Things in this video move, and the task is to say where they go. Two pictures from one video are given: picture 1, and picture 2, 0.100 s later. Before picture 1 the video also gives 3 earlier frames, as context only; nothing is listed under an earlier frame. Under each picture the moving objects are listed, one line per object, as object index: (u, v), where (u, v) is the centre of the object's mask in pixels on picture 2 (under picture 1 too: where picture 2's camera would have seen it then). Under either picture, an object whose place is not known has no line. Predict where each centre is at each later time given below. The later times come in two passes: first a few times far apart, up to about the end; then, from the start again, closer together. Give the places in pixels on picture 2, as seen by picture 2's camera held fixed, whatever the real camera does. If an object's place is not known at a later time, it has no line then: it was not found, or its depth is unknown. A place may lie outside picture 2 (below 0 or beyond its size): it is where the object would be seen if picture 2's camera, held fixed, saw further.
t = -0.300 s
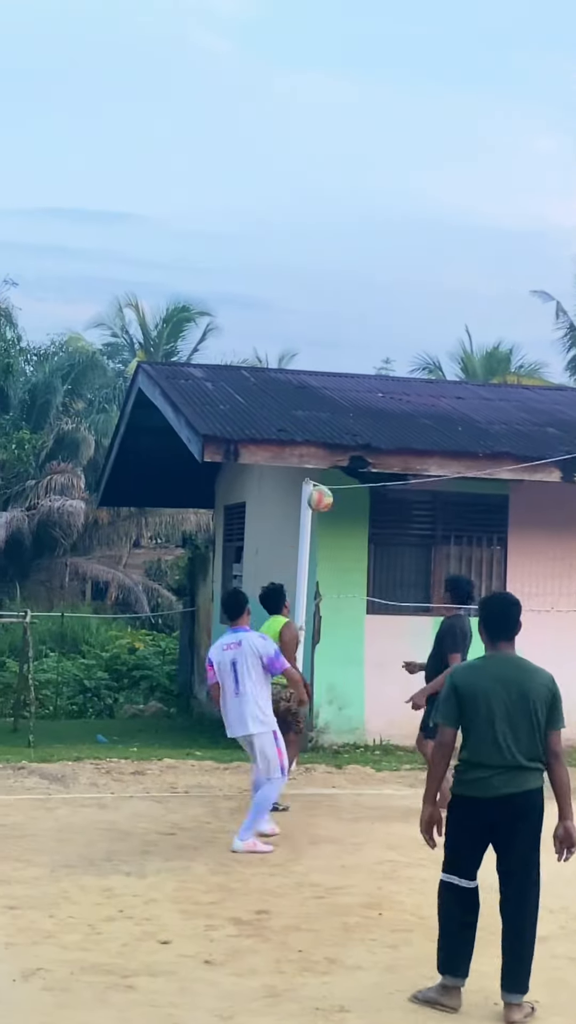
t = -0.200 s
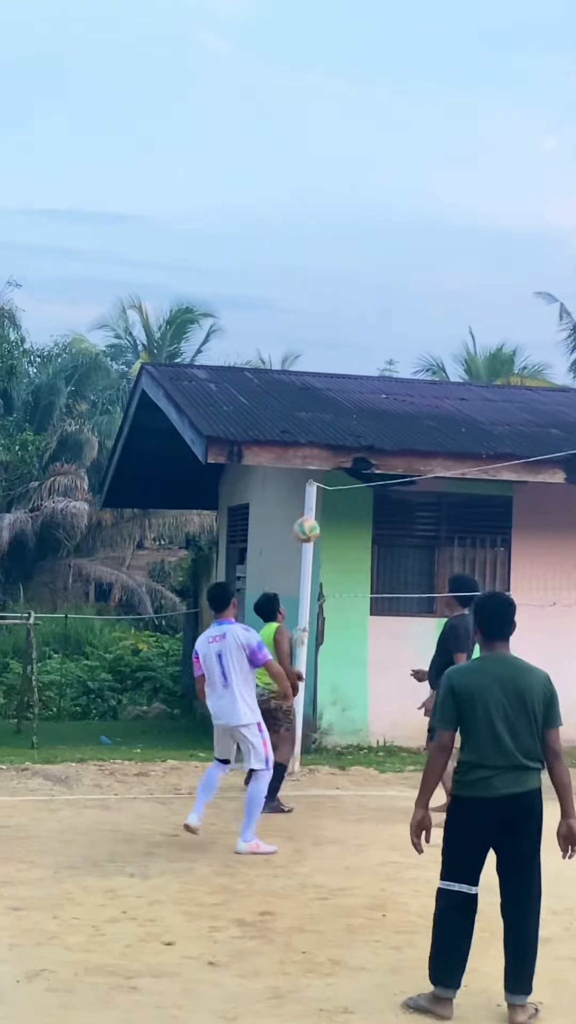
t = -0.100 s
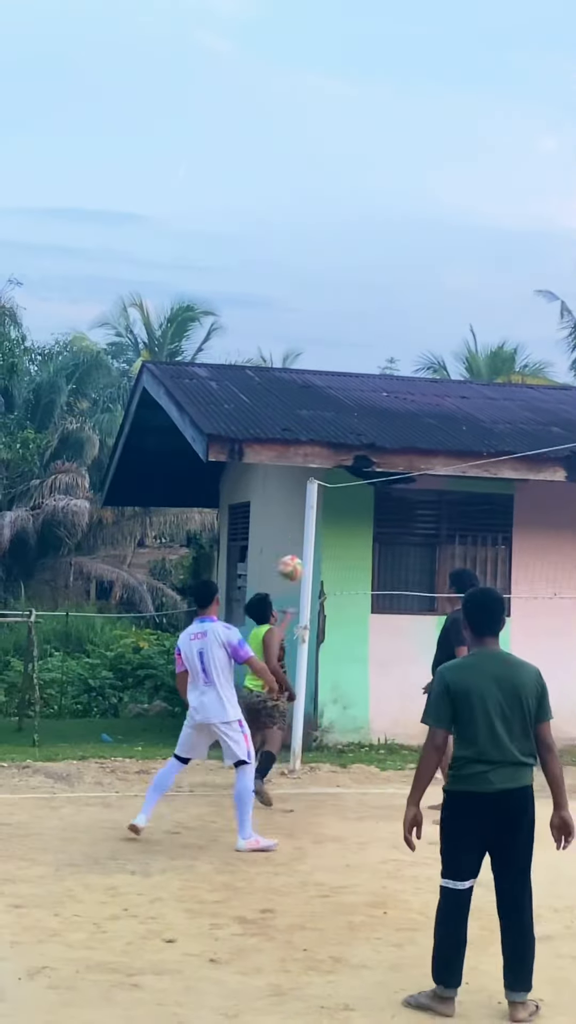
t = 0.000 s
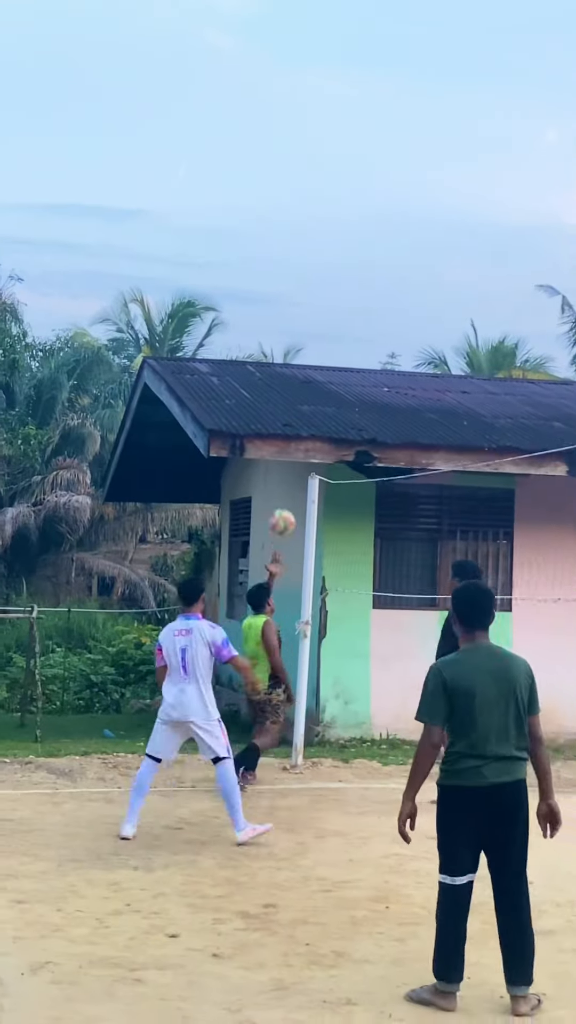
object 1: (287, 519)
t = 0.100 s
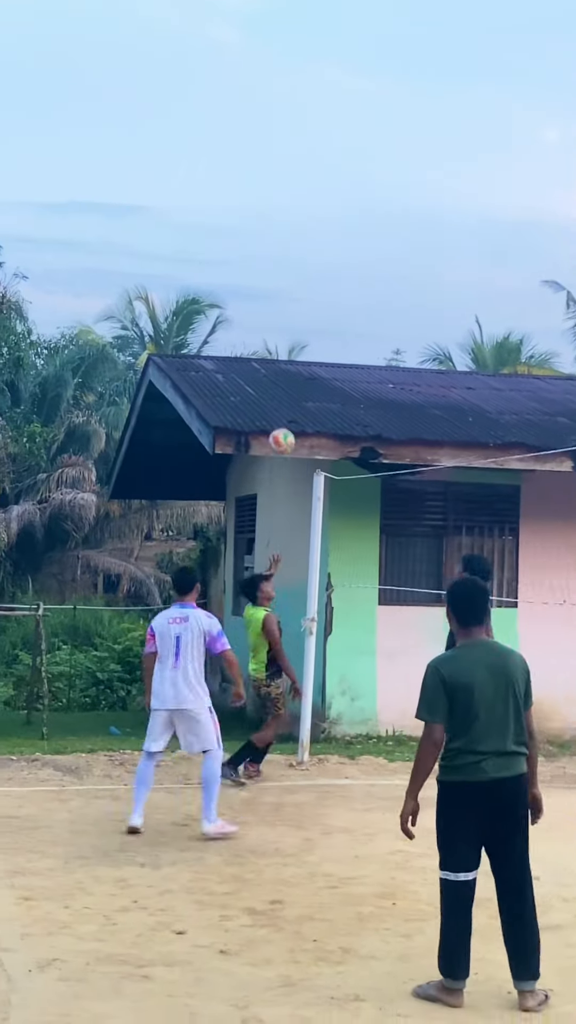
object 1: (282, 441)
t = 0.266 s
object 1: (273, 339)
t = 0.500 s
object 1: (260, 248)
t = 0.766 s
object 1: (242, 227)
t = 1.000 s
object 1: (225, 287)
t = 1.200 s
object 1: (206, 404)
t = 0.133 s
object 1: (279, 418)
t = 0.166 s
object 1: (278, 397)
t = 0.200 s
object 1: (276, 376)
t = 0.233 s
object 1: (276, 357)
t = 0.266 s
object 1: (273, 339)
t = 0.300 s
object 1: (271, 321)
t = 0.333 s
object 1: (269, 306)
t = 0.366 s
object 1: (267, 291)
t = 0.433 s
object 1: (263, 267)
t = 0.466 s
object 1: (262, 257)
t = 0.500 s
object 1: (260, 248)
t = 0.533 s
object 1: (257, 241)
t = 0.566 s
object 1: (256, 234)
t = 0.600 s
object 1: (254, 229)
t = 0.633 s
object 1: (251, 226)
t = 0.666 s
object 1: (249, 224)
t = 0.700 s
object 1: (247, 224)
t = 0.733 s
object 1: (244, 224)
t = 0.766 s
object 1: (242, 227)
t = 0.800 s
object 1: (239, 231)
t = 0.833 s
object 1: (237, 236)
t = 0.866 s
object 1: (234, 243)
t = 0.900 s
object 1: (232, 252)
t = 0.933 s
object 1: (229, 262)
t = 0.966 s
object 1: (228, 273)
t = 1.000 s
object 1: (225, 287)
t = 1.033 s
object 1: (222, 303)
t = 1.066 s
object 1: (219, 320)
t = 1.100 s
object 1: (217, 338)
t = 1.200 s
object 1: (206, 404)
